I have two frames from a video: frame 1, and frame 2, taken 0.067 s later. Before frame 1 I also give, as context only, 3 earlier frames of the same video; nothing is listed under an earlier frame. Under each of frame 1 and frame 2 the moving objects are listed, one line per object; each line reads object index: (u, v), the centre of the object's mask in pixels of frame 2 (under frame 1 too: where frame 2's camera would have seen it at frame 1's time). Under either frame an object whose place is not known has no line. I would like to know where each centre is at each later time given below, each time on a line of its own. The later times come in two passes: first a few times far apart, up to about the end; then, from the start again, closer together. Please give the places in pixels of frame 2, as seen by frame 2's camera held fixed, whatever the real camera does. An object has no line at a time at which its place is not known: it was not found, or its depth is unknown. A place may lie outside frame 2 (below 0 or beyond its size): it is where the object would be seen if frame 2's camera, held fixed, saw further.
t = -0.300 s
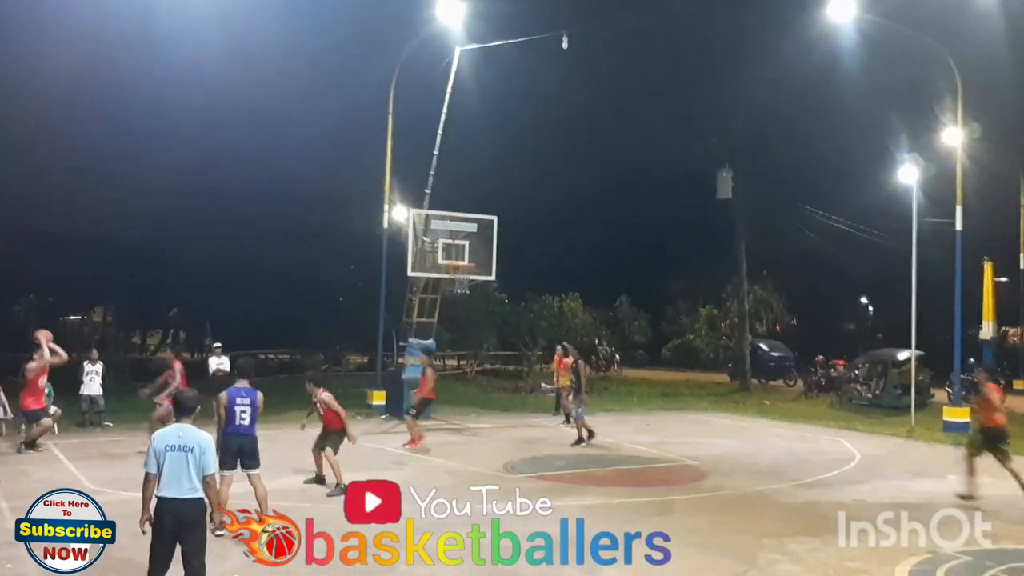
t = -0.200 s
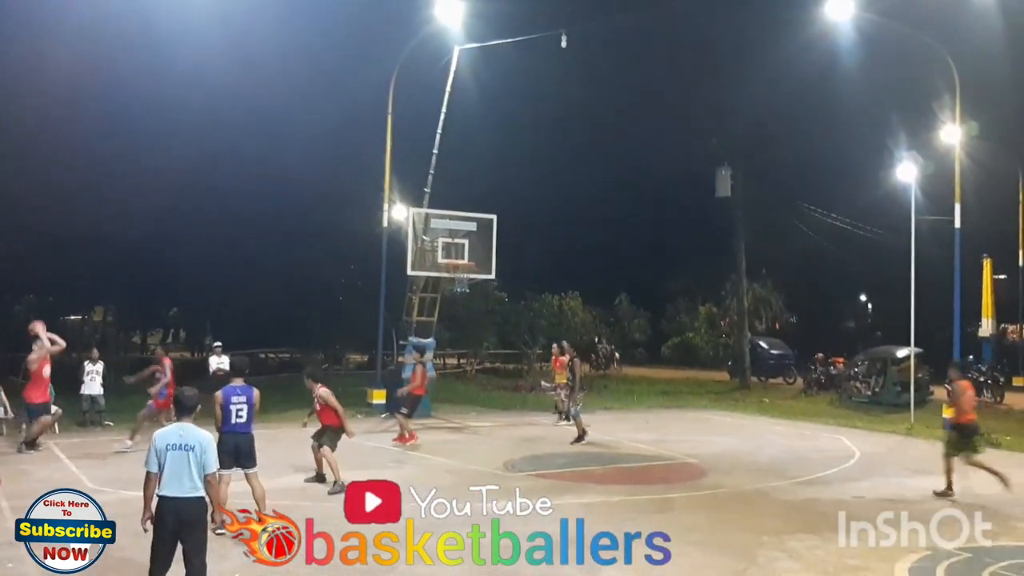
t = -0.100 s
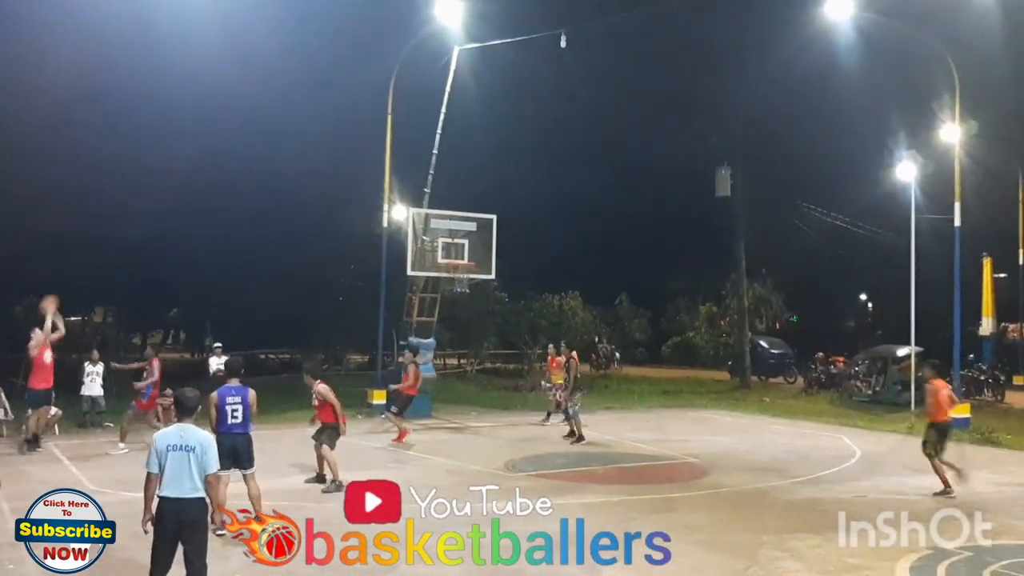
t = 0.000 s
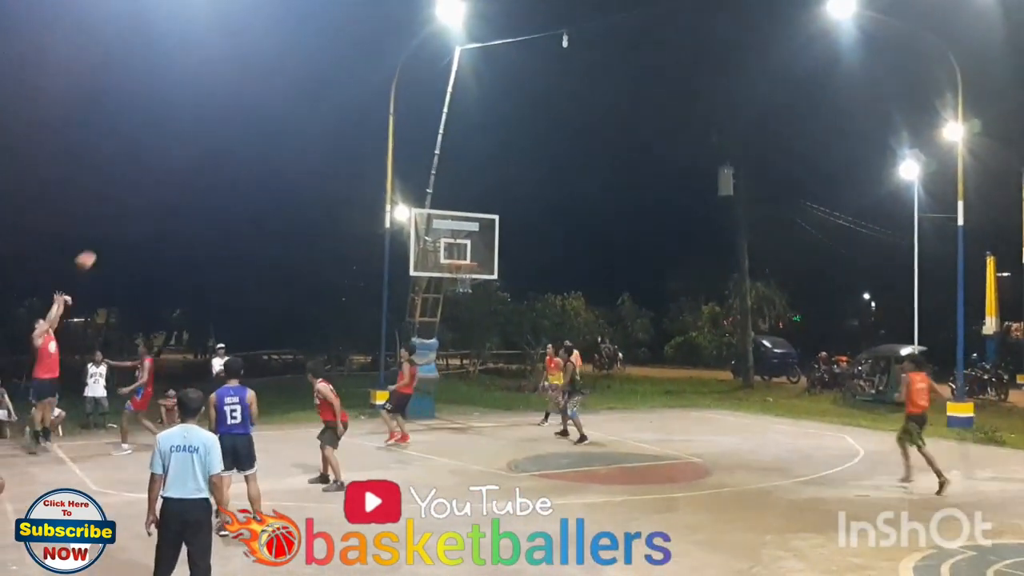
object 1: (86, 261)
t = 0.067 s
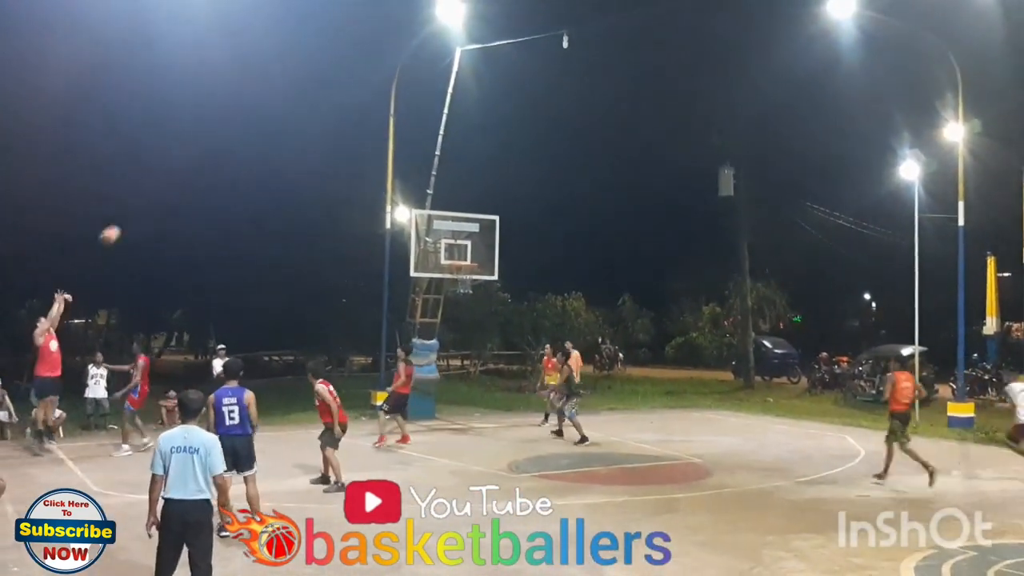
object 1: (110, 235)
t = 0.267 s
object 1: (177, 175)
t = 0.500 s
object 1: (248, 141)
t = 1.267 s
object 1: (434, 238)
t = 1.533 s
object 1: (428, 253)
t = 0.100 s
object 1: (122, 222)
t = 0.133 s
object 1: (133, 212)
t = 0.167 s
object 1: (144, 201)
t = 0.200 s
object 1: (156, 191)
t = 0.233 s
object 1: (167, 183)
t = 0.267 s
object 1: (177, 175)
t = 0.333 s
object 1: (197, 162)
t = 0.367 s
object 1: (207, 156)
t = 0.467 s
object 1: (238, 144)
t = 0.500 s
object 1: (248, 141)
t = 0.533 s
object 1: (257, 139)
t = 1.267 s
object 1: (434, 238)
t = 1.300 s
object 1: (443, 250)
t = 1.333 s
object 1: (445, 258)
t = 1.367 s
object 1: (438, 257)
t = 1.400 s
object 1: (436, 256)
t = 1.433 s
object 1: (435, 251)
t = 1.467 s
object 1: (433, 253)
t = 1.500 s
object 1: (429, 254)
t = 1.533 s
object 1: (428, 253)
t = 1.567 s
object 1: (426, 253)
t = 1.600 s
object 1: (423, 255)
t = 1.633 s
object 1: (420, 256)
